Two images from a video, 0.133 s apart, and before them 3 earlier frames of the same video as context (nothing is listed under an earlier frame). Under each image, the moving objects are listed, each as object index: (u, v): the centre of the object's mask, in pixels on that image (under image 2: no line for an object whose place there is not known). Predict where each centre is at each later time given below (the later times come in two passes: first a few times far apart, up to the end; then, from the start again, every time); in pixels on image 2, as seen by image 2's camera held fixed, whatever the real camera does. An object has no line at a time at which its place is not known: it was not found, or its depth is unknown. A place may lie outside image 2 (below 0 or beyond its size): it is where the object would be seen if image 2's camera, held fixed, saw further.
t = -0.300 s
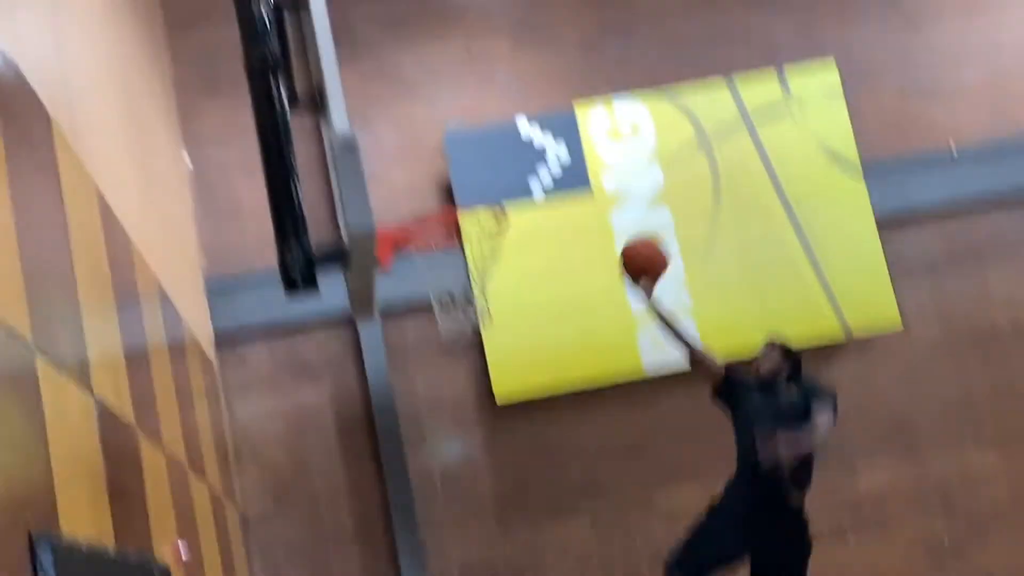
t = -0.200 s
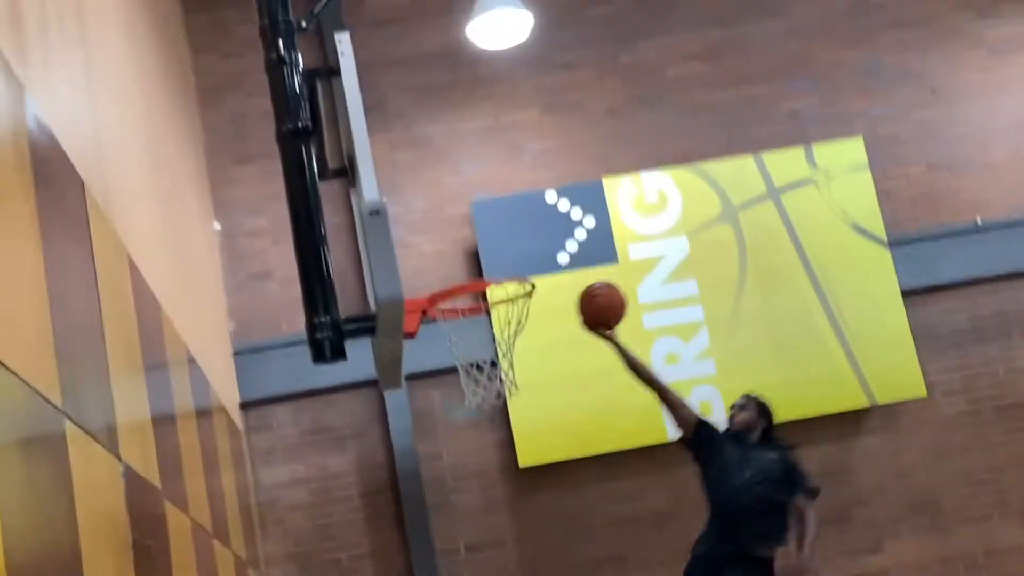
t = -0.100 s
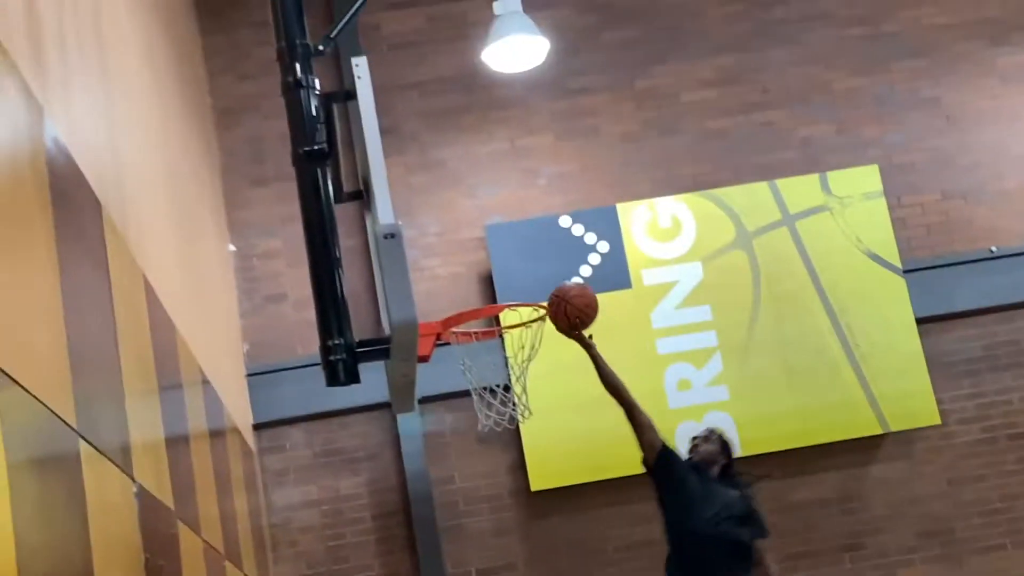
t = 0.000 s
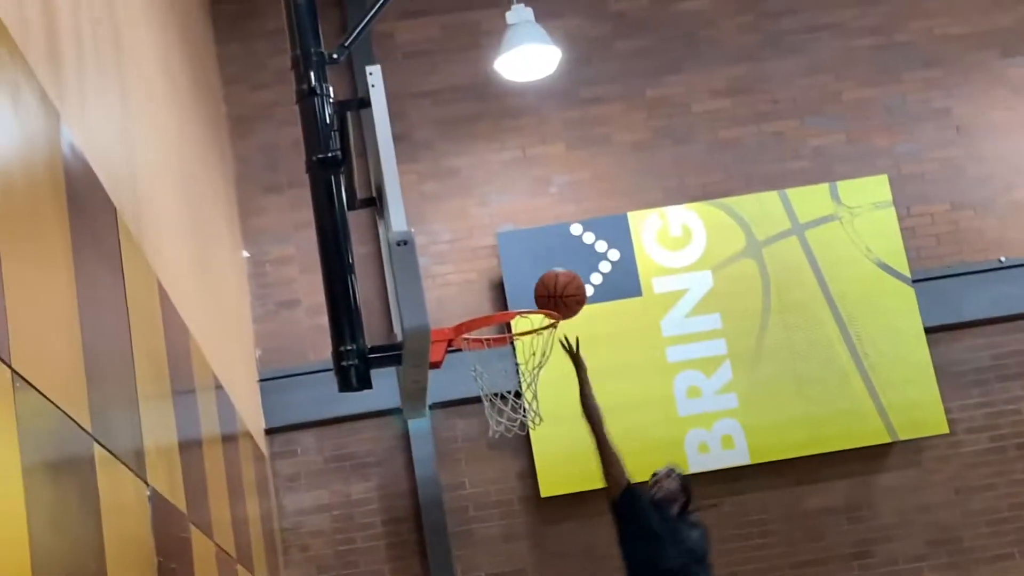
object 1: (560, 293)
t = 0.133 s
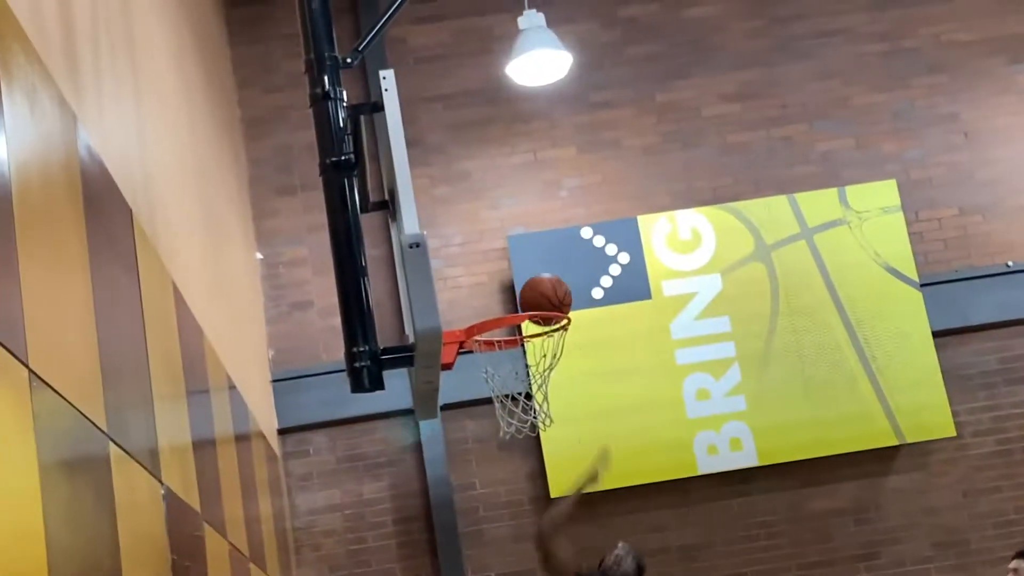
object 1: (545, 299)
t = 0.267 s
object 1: (523, 342)
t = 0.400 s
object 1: (499, 396)
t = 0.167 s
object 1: (541, 307)
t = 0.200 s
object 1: (536, 316)
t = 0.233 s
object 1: (530, 328)
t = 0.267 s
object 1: (523, 342)
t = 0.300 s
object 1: (515, 353)
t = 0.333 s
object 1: (509, 366)
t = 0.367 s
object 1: (504, 380)
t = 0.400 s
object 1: (499, 396)
